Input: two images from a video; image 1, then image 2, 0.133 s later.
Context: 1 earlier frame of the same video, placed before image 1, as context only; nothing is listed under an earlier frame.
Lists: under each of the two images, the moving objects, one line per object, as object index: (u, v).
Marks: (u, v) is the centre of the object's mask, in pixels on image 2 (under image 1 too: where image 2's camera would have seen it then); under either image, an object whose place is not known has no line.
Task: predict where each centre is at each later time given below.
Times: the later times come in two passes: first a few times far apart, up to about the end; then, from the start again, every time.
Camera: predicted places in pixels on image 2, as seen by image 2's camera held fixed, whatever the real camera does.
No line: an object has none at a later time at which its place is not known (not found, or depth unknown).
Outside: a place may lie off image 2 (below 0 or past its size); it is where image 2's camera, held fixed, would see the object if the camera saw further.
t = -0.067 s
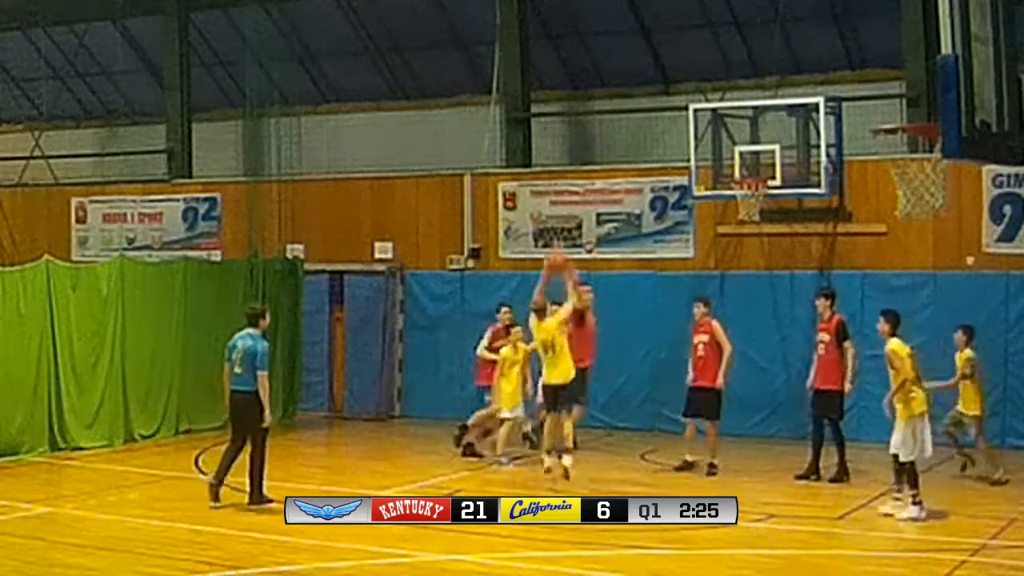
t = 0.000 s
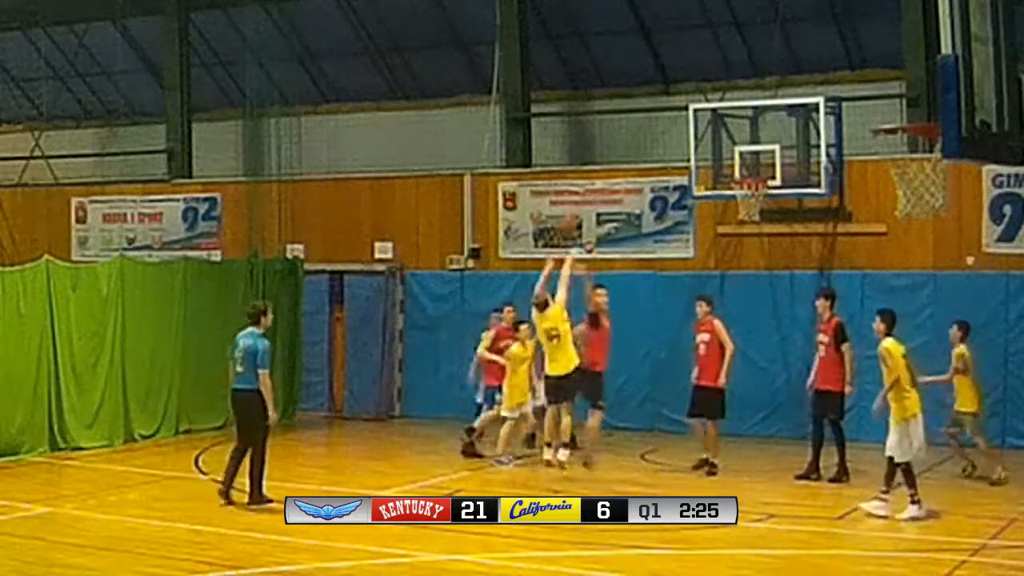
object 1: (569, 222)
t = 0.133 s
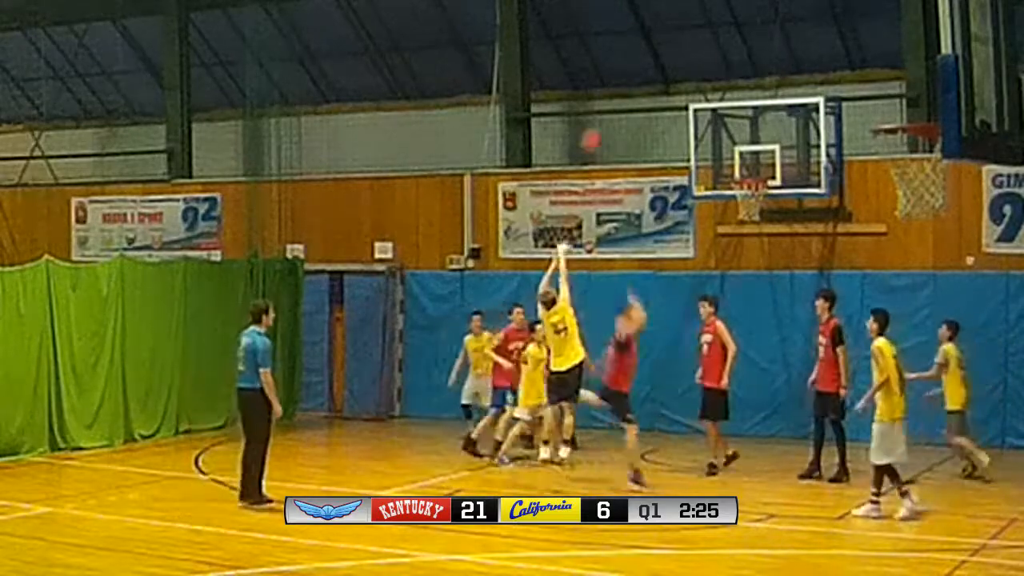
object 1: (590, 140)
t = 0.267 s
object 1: (611, 85)
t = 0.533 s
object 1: (648, 33)
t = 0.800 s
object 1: (686, 45)
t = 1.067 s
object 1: (724, 118)
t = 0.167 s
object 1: (595, 126)
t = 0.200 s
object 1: (599, 111)
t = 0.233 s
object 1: (605, 95)
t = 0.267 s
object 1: (611, 85)
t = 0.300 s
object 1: (616, 75)
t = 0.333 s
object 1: (621, 67)
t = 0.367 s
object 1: (624, 59)
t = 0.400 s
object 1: (630, 51)
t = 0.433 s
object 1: (634, 45)
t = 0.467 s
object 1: (638, 40)
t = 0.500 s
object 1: (644, 36)
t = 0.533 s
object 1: (648, 33)
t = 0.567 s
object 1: (652, 31)
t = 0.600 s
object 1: (657, 30)
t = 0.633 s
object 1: (663, 30)
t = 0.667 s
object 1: (667, 30)
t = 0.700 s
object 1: (672, 32)
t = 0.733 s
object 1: (677, 36)
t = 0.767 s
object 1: (682, 40)
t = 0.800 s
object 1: (686, 45)
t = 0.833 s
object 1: (691, 50)
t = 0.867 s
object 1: (696, 57)
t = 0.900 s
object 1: (701, 66)
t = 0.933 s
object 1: (705, 74)
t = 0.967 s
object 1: (709, 83)
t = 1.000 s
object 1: (715, 94)
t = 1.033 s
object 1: (718, 108)
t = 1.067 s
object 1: (724, 118)
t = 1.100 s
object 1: (726, 131)
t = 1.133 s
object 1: (728, 137)
